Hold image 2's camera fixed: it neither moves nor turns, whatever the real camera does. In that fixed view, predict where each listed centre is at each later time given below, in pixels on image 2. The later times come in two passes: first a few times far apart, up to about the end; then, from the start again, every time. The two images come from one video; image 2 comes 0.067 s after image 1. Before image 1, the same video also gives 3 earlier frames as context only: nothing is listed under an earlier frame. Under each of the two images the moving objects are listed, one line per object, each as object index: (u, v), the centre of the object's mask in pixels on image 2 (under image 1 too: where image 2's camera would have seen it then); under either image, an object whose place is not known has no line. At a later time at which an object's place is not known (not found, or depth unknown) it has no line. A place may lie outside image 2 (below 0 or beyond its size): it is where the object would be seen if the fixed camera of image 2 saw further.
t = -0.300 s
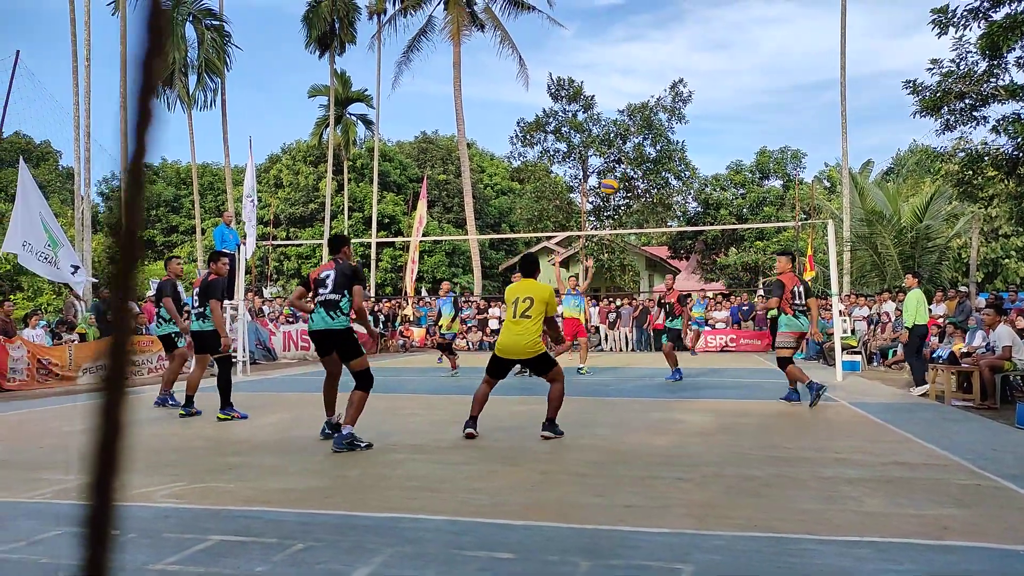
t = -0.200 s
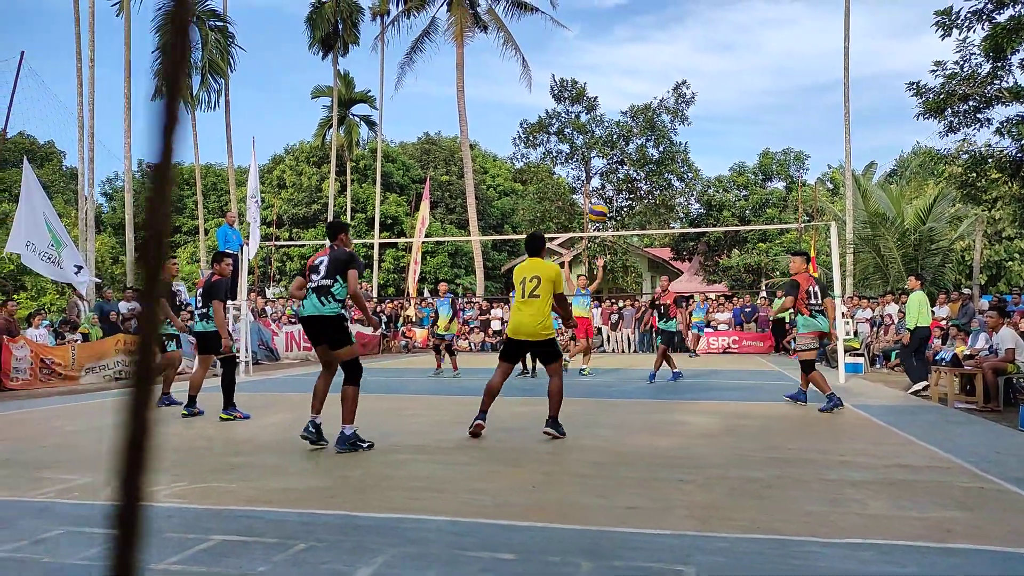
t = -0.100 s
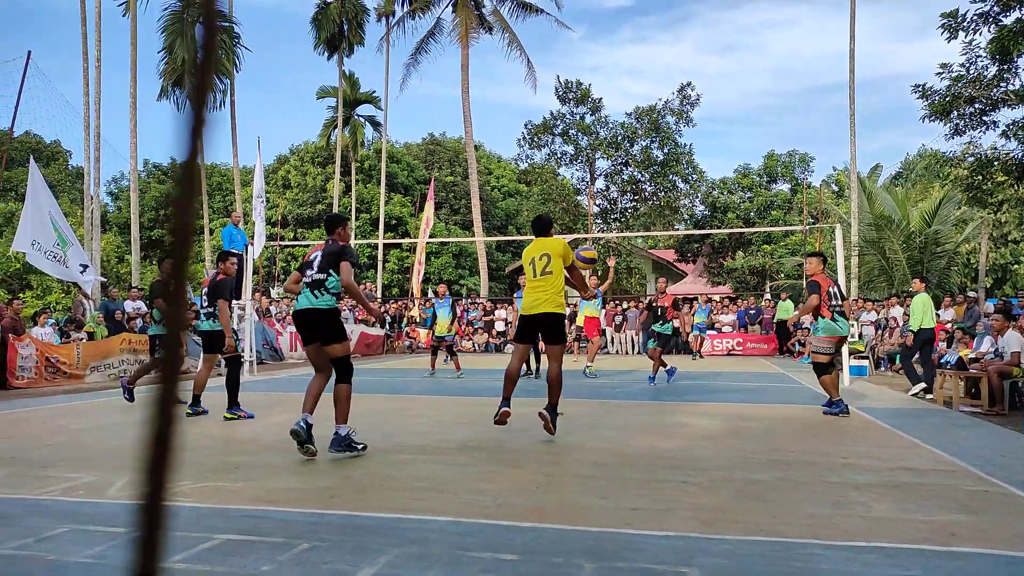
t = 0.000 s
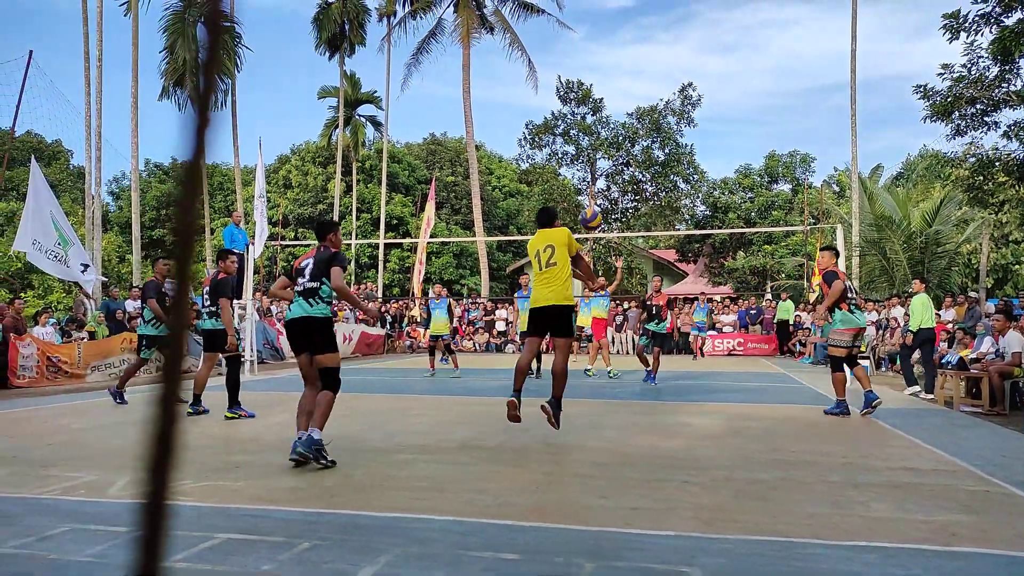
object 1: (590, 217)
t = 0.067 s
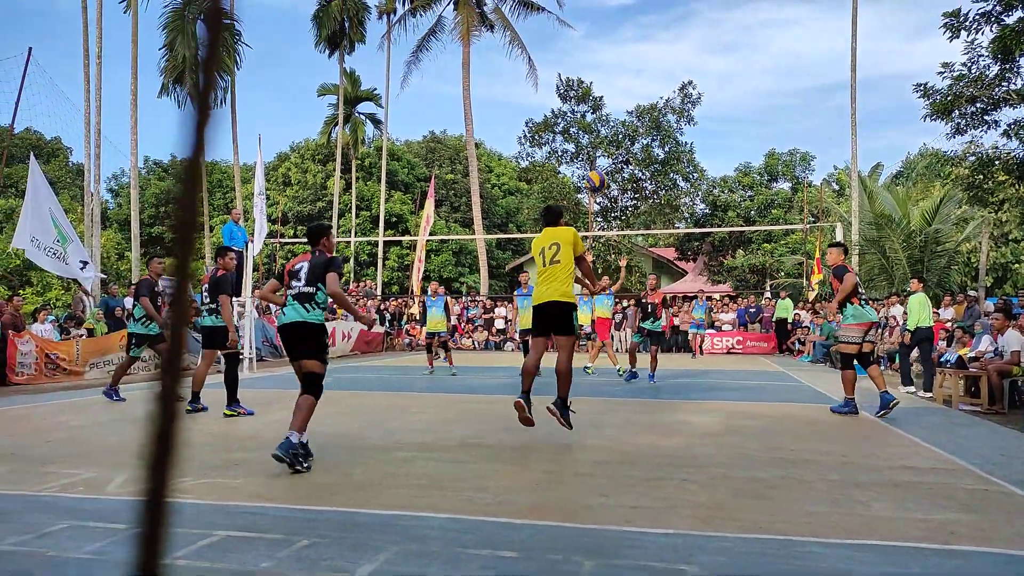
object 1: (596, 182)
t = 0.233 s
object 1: (611, 122)
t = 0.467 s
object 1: (630, 92)
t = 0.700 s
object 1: (647, 110)
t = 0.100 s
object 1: (599, 166)
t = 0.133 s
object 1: (602, 153)
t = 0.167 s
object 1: (605, 141)
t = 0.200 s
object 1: (608, 131)
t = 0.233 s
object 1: (611, 122)
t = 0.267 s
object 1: (614, 114)
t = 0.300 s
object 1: (617, 108)
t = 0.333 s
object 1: (620, 102)
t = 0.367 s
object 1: (623, 98)
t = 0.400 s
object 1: (625, 95)
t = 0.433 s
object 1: (628, 93)
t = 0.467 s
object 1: (630, 92)
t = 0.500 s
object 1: (633, 92)
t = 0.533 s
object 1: (635, 93)
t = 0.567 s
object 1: (637, 95)
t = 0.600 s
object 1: (640, 97)
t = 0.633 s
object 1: (642, 101)
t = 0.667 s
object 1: (645, 105)
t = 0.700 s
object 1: (647, 110)
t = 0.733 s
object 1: (649, 116)
